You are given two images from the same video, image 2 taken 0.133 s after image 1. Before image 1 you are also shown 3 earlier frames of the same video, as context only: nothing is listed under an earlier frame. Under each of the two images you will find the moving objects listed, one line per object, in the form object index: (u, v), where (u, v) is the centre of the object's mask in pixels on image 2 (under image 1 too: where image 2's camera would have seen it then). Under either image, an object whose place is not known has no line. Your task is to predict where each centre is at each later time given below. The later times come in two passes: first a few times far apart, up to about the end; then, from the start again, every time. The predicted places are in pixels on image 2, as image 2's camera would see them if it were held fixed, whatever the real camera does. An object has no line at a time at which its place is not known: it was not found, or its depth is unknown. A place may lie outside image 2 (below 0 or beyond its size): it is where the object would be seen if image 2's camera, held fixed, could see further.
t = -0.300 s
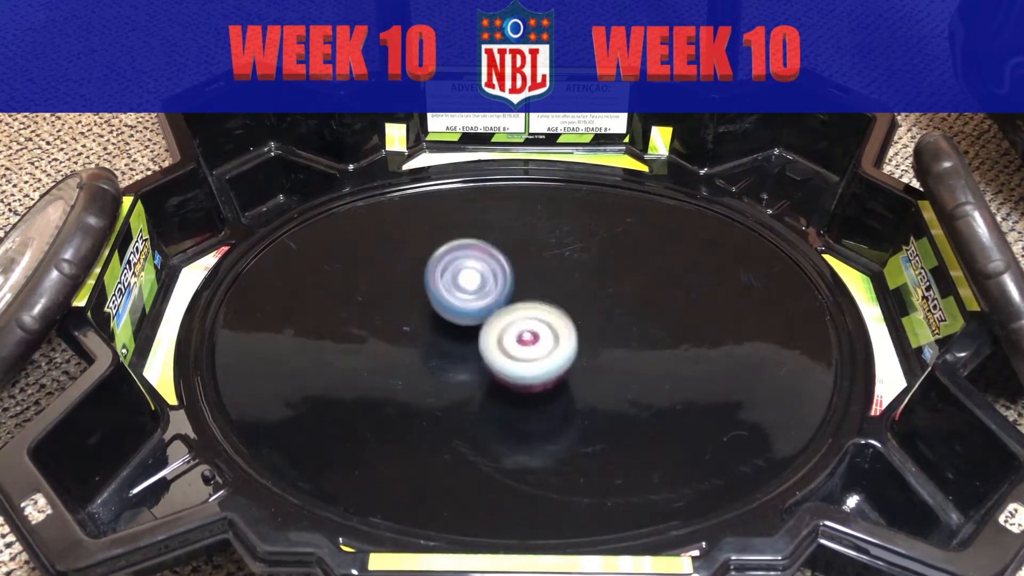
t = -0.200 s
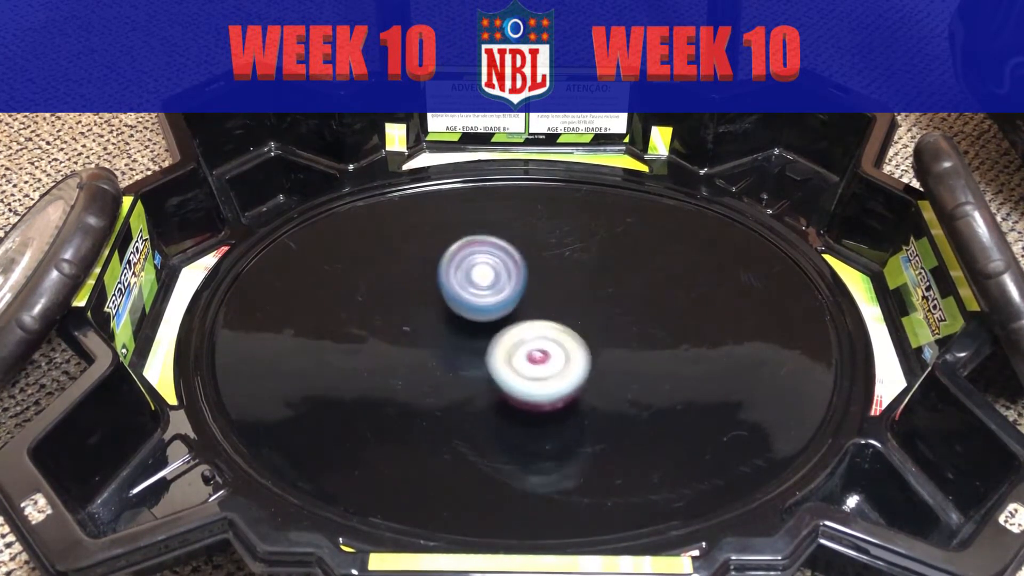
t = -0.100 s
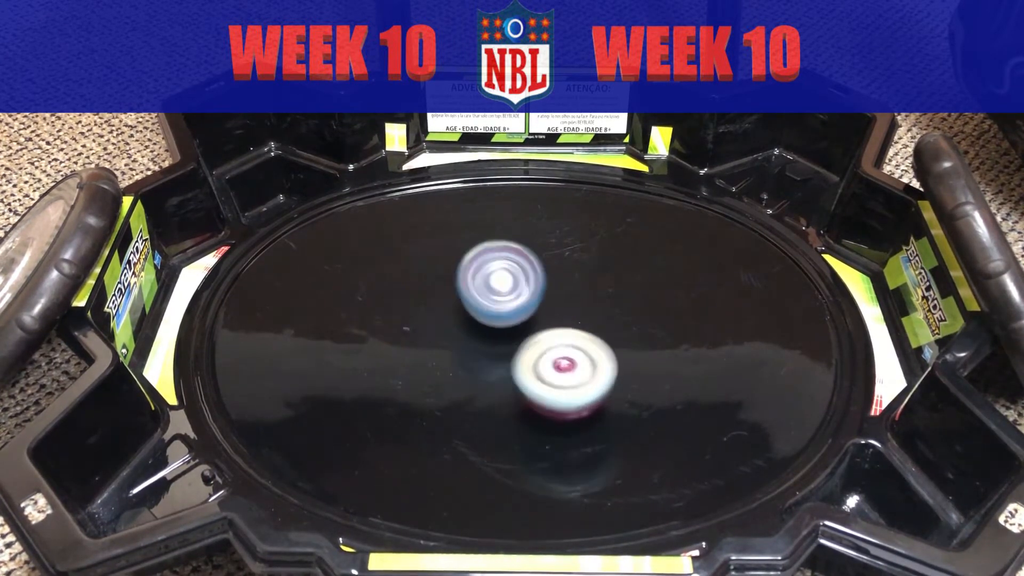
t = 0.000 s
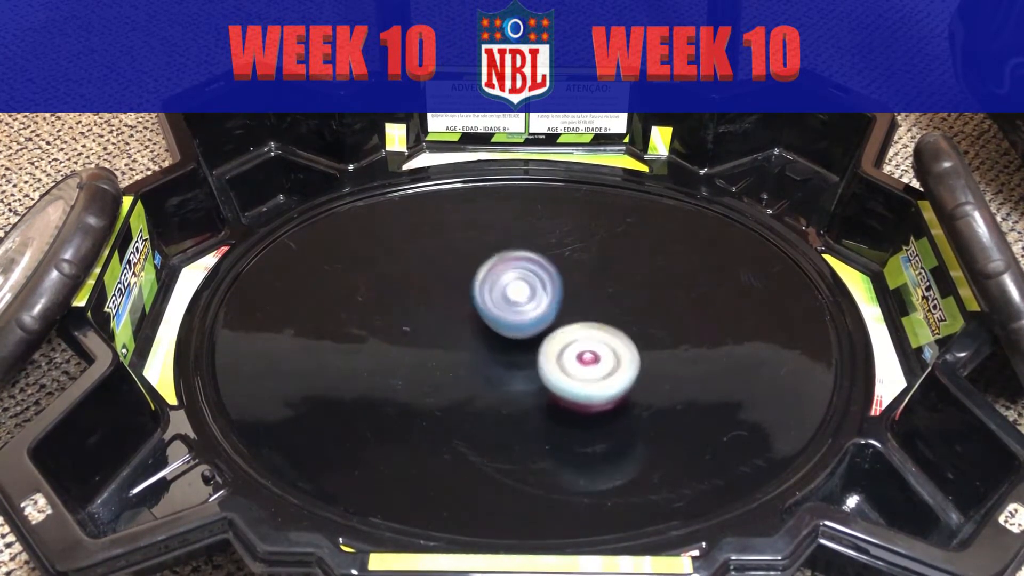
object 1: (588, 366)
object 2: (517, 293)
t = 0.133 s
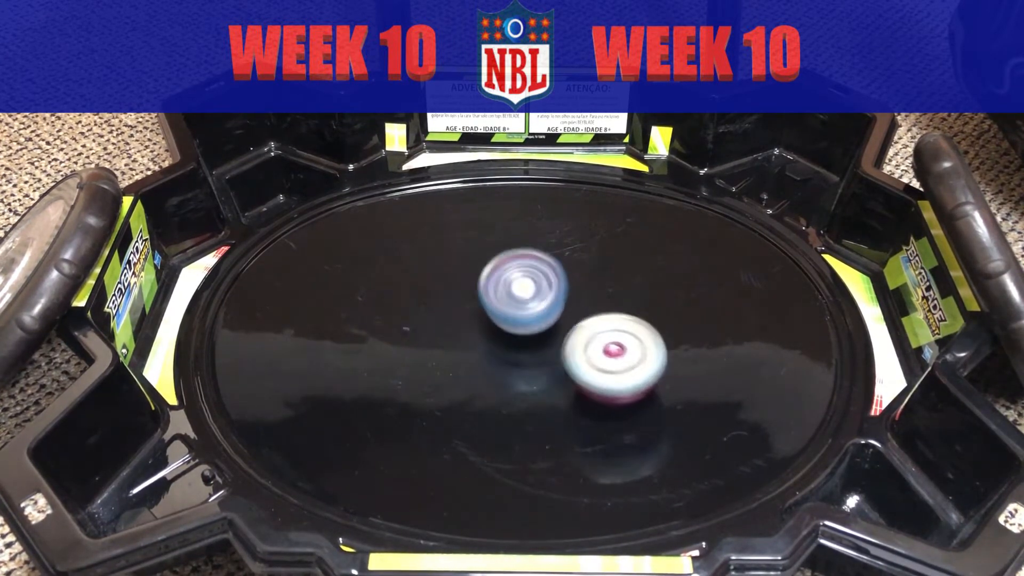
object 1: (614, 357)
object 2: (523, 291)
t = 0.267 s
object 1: (636, 346)
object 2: (527, 294)
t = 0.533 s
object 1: (619, 353)
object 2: (477, 292)
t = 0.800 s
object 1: (582, 366)
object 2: (451, 314)
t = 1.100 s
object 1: (548, 386)
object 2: (406, 303)
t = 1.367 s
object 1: (582, 369)
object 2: (405, 292)
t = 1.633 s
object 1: (545, 331)
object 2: (431, 281)
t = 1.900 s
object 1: (600, 327)
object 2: (435, 261)
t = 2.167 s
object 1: (558, 314)
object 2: (476, 279)
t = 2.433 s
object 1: (562, 373)
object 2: (461, 276)
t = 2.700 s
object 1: (565, 378)
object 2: (481, 313)
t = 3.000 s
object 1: (560, 364)
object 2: (461, 303)
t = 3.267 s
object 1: (535, 341)
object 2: (449, 303)
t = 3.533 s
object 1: (527, 355)
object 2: (438, 284)
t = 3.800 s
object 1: (561, 350)
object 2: (460, 283)
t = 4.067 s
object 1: (565, 357)
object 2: (467, 256)
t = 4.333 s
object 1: (555, 372)
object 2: (471, 257)
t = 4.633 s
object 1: (522, 356)
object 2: (488, 270)
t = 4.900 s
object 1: (489, 348)
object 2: (492, 262)
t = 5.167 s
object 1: (490, 341)
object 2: (516, 263)
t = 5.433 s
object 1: (459, 343)
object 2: (543, 283)
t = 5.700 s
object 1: (466, 343)
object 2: (539, 309)
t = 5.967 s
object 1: (454, 343)
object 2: (557, 311)
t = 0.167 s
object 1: (623, 357)
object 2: (523, 289)
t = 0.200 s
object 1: (630, 355)
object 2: (524, 289)
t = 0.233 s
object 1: (634, 351)
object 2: (526, 291)
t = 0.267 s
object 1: (636, 346)
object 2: (527, 294)
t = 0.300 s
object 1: (634, 340)
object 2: (529, 297)
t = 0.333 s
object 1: (629, 335)
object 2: (530, 300)
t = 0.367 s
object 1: (621, 332)
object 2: (530, 304)
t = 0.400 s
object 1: (622, 336)
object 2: (517, 298)
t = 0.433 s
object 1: (622, 341)
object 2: (503, 294)
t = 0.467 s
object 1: (622, 345)
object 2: (492, 292)
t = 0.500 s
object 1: (621, 349)
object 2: (483, 291)
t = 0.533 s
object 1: (619, 353)
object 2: (477, 292)
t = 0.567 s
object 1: (617, 357)
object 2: (472, 294)
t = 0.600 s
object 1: (614, 360)
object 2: (467, 296)
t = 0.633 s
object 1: (611, 362)
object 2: (464, 299)
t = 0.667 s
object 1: (607, 364)
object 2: (461, 302)
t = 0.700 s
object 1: (601, 365)
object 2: (458, 305)
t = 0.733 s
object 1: (596, 366)
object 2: (455, 309)
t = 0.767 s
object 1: (589, 366)
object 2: (453, 311)
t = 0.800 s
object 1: (582, 366)
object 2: (451, 314)
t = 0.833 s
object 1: (575, 366)
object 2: (449, 317)
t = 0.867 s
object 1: (567, 365)
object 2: (448, 320)
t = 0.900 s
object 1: (558, 365)
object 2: (447, 323)
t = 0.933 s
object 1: (548, 364)
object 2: (447, 326)
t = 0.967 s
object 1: (540, 363)
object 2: (447, 328)
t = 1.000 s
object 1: (535, 364)
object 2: (445, 329)
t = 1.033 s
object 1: (539, 373)
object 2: (429, 318)
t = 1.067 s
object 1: (543, 380)
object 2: (416, 309)
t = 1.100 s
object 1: (548, 386)
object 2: (406, 303)
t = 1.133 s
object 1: (554, 389)
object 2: (399, 298)
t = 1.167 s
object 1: (562, 392)
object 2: (395, 294)
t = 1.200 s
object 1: (569, 392)
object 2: (394, 293)
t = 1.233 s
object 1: (575, 391)
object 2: (394, 291)
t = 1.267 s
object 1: (580, 387)
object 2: (395, 291)
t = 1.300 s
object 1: (583, 382)
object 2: (398, 291)
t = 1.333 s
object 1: (584, 375)
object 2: (401, 291)
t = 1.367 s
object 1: (582, 369)
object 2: (405, 292)
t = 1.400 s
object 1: (578, 360)
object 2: (410, 292)
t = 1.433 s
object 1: (572, 353)
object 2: (416, 292)
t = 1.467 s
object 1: (565, 345)
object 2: (421, 293)
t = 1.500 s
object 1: (557, 338)
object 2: (428, 294)
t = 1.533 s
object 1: (549, 333)
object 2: (435, 295)
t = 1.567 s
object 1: (539, 328)
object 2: (442, 296)
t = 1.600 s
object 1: (536, 326)
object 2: (443, 293)
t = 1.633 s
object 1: (545, 331)
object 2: (431, 281)
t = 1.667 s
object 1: (553, 334)
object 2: (423, 273)
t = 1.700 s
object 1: (561, 337)
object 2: (420, 268)
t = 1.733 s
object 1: (568, 339)
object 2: (420, 265)
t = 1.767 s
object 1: (576, 340)
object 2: (422, 263)
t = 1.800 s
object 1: (584, 338)
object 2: (424, 262)
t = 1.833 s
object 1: (591, 335)
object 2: (427, 261)
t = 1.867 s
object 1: (597, 331)
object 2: (431, 261)
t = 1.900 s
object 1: (600, 327)
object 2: (435, 261)
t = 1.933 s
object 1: (600, 323)
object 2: (439, 261)
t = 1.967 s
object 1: (598, 318)
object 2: (444, 262)
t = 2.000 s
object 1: (595, 315)
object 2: (449, 264)
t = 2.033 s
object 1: (589, 312)
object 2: (454, 266)
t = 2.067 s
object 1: (583, 311)
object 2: (460, 269)
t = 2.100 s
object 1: (573, 311)
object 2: (465, 272)
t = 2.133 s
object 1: (566, 312)
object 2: (471, 276)
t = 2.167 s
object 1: (558, 314)
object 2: (476, 279)
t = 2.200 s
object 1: (558, 323)
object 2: (472, 273)
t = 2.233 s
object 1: (558, 334)
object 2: (465, 268)
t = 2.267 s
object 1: (559, 341)
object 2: (462, 265)
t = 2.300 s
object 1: (558, 350)
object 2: (460, 264)
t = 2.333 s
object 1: (559, 357)
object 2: (460, 266)
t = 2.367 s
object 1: (560, 362)
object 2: (460, 269)
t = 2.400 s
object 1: (560, 368)
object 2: (460, 272)
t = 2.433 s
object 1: (562, 373)
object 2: (461, 276)
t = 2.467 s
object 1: (564, 376)
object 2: (462, 280)
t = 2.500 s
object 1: (564, 380)
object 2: (464, 284)
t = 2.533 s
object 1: (566, 383)
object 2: (466, 288)
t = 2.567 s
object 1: (567, 384)
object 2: (469, 293)
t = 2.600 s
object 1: (567, 385)
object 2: (472, 298)
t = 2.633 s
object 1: (569, 384)
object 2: (475, 303)
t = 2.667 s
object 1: (568, 382)
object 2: (478, 308)
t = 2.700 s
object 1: (565, 378)
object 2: (481, 313)
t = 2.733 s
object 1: (563, 374)
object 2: (483, 318)
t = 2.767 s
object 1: (560, 369)
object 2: (484, 320)
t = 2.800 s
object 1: (559, 367)
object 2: (482, 318)
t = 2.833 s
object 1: (557, 365)
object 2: (480, 316)
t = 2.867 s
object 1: (555, 363)
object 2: (477, 314)
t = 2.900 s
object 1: (556, 363)
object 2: (472, 309)
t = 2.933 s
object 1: (557, 364)
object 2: (467, 305)
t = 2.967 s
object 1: (559, 364)
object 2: (464, 304)
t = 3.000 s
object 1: (560, 364)
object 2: (461, 303)
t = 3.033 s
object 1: (560, 362)
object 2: (458, 303)
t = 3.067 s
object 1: (559, 359)
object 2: (455, 303)
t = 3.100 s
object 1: (558, 356)
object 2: (453, 303)
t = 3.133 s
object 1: (555, 352)
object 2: (452, 303)
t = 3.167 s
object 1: (551, 348)
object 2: (451, 303)
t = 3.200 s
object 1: (546, 345)
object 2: (450, 303)
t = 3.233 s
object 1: (540, 343)
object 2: (449, 303)
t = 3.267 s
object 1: (535, 341)
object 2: (449, 303)
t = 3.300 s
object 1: (530, 339)
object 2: (446, 301)
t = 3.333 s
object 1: (526, 340)
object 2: (443, 298)
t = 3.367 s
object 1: (523, 341)
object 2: (442, 297)
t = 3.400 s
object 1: (520, 341)
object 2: (442, 296)
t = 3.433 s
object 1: (520, 345)
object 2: (440, 292)
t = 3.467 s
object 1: (522, 349)
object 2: (438, 288)
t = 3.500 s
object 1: (525, 352)
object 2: (438, 285)
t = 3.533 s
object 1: (527, 355)
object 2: (438, 284)
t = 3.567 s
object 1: (533, 358)
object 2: (439, 282)
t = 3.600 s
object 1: (537, 359)
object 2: (440, 281)
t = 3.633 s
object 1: (543, 360)
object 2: (442, 281)
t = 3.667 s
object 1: (547, 359)
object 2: (445, 281)
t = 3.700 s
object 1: (551, 358)
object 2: (448, 281)
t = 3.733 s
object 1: (556, 355)
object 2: (451, 281)
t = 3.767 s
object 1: (558, 353)
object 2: (456, 282)
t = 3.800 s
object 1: (561, 350)
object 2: (460, 283)
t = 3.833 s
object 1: (562, 346)
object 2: (464, 285)
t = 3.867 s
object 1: (563, 342)
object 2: (468, 287)
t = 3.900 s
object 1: (562, 338)
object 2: (473, 290)
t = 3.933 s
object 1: (561, 335)
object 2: (477, 293)
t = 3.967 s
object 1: (559, 336)
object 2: (481, 289)
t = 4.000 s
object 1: (563, 346)
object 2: (476, 276)
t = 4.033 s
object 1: (563, 352)
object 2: (471, 265)
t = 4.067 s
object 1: (565, 357)
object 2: (467, 256)
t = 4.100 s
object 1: (564, 363)
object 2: (464, 251)
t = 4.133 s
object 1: (564, 365)
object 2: (463, 248)
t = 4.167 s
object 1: (564, 369)
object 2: (463, 248)
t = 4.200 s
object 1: (563, 370)
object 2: (464, 249)
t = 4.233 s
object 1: (563, 373)
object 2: (465, 250)
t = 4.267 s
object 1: (560, 372)
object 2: (466, 252)
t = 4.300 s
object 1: (560, 373)
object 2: (469, 254)
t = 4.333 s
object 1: (555, 372)
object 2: (471, 257)
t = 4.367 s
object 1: (553, 370)
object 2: (474, 260)
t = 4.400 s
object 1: (549, 368)
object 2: (476, 266)
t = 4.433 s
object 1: (544, 364)
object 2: (479, 271)
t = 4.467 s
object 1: (540, 362)
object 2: (481, 276)
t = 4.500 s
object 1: (536, 358)
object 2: (484, 281)
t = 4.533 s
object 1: (532, 354)
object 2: (485, 286)
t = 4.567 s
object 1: (529, 354)
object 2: (488, 282)
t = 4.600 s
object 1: (526, 356)
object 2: (487, 277)
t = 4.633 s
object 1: (522, 356)
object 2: (488, 270)
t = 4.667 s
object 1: (516, 354)
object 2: (487, 266)
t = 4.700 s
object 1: (514, 352)
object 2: (487, 266)
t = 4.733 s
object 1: (512, 351)
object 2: (487, 267)
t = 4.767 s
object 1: (508, 349)
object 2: (486, 267)
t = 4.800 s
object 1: (506, 347)
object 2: (485, 269)
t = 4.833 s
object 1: (503, 344)
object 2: (485, 268)
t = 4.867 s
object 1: (496, 344)
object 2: (487, 268)
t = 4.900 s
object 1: (489, 348)
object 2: (492, 262)
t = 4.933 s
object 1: (482, 349)
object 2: (498, 257)
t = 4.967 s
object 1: (479, 348)
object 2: (503, 255)
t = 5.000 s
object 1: (482, 347)
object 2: (506, 255)
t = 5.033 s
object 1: (483, 344)
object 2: (508, 256)
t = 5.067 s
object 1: (484, 343)
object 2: (510, 257)
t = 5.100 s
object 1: (485, 342)
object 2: (511, 259)
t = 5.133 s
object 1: (488, 344)
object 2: (513, 262)
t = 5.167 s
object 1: (490, 341)
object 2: (516, 263)
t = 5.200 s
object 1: (490, 339)
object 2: (518, 267)
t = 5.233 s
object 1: (488, 340)
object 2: (522, 268)
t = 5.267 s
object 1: (480, 346)
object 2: (526, 270)
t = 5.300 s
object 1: (470, 346)
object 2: (530, 273)
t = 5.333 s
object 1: (466, 344)
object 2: (532, 277)
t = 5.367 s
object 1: (468, 340)
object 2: (532, 280)
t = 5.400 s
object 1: (466, 342)
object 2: (536, 282)
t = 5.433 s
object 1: (459, 343)
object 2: (543, 283)
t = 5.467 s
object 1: (457, 342)
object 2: (548, 286)
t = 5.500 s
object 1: (454, 342)
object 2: (549, 291)
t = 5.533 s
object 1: (454, 342)
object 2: (548, 295)
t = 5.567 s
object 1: (458, 342)
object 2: (547, 298)
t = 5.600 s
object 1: (461, 343)
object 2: (545, 301)
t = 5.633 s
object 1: (462, 342)
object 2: (543, 304)
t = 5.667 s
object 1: (466, 342)
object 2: (539, 307)
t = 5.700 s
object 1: (466, 343)
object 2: (539, 309)
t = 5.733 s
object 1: (459, 345)
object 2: (549, 311)
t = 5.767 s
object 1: (454, 345)
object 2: (559, 310)
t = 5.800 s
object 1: (452, 343)
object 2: (565, 311)
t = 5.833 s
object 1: (450, 341)
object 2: (567, 312)
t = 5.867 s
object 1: (448, 340)
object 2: (566, 313)
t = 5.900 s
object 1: (449, 340)
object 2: (561, 313)
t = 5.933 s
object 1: (451, 341)
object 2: (559, 312)
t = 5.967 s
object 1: (454, 343)
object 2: (557, 311)
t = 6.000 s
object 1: (455, 345)
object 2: (556, 309)
